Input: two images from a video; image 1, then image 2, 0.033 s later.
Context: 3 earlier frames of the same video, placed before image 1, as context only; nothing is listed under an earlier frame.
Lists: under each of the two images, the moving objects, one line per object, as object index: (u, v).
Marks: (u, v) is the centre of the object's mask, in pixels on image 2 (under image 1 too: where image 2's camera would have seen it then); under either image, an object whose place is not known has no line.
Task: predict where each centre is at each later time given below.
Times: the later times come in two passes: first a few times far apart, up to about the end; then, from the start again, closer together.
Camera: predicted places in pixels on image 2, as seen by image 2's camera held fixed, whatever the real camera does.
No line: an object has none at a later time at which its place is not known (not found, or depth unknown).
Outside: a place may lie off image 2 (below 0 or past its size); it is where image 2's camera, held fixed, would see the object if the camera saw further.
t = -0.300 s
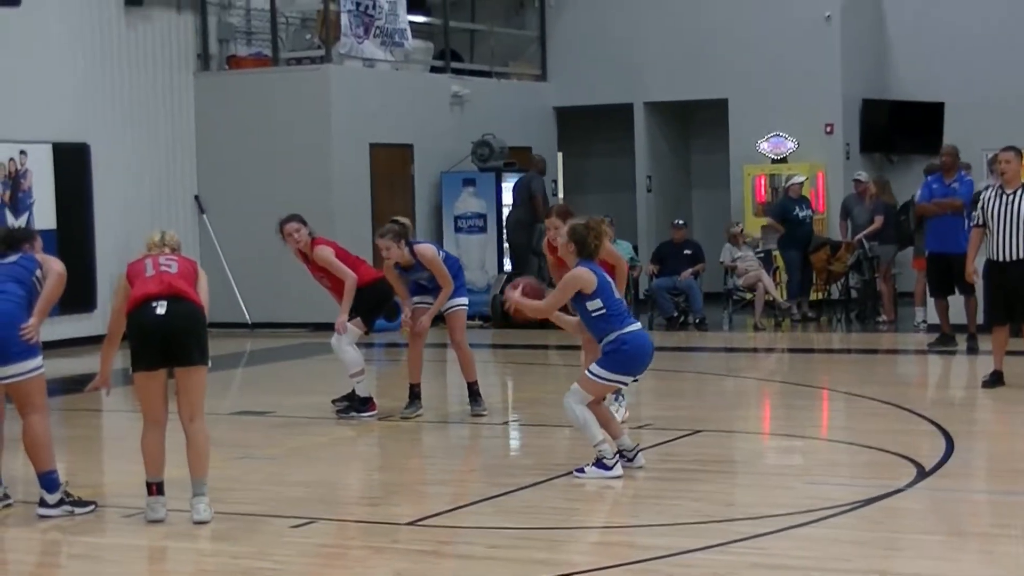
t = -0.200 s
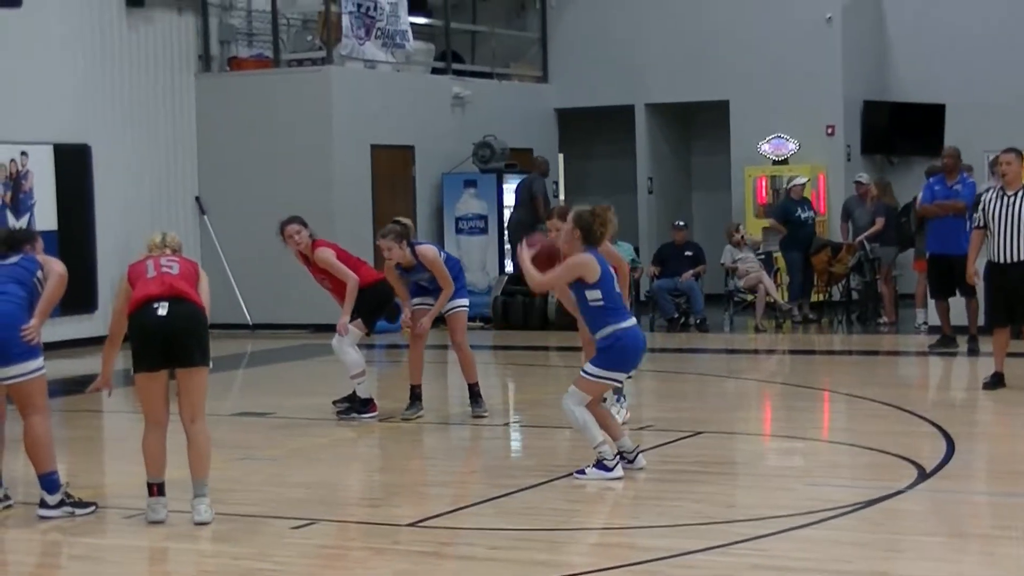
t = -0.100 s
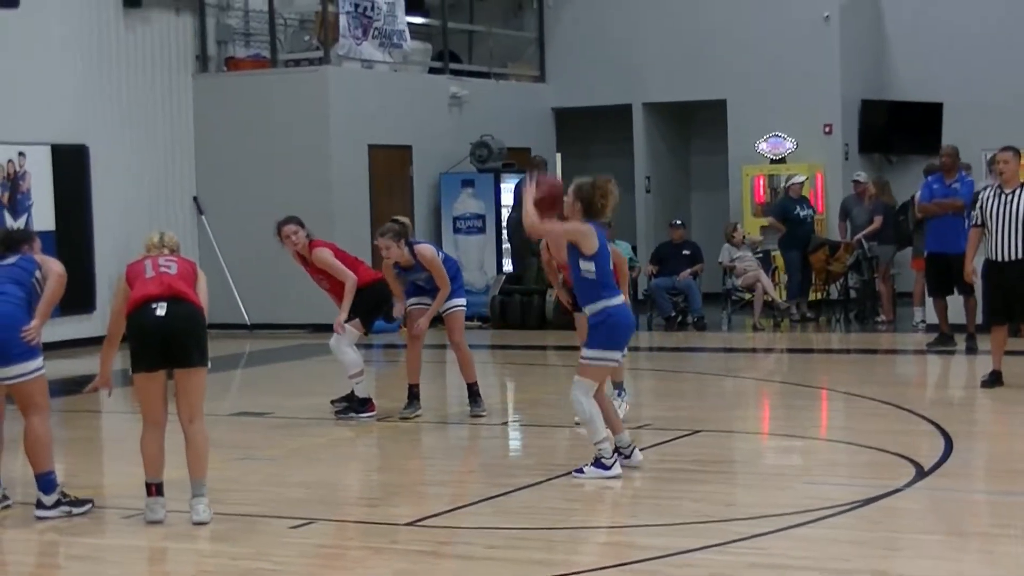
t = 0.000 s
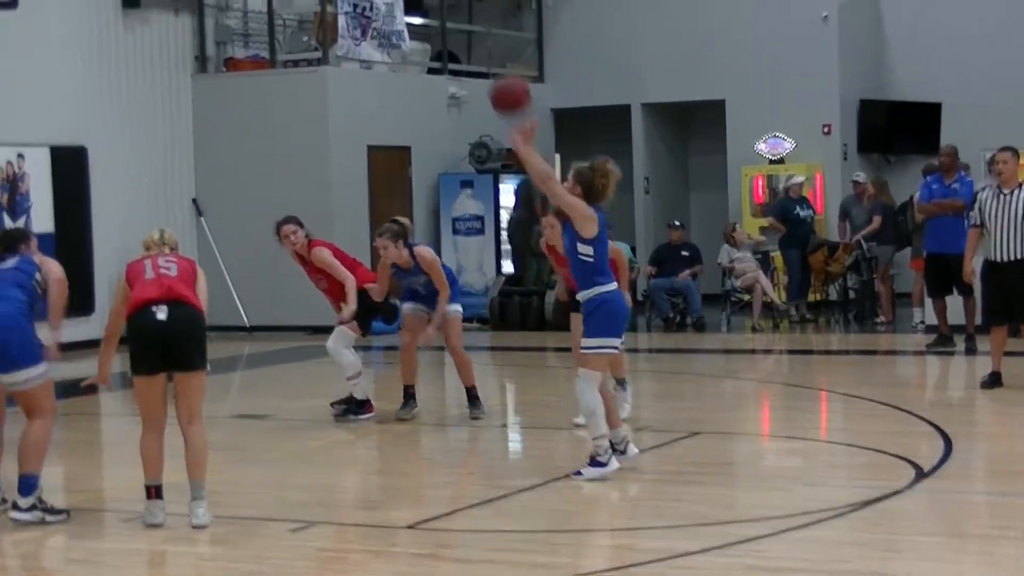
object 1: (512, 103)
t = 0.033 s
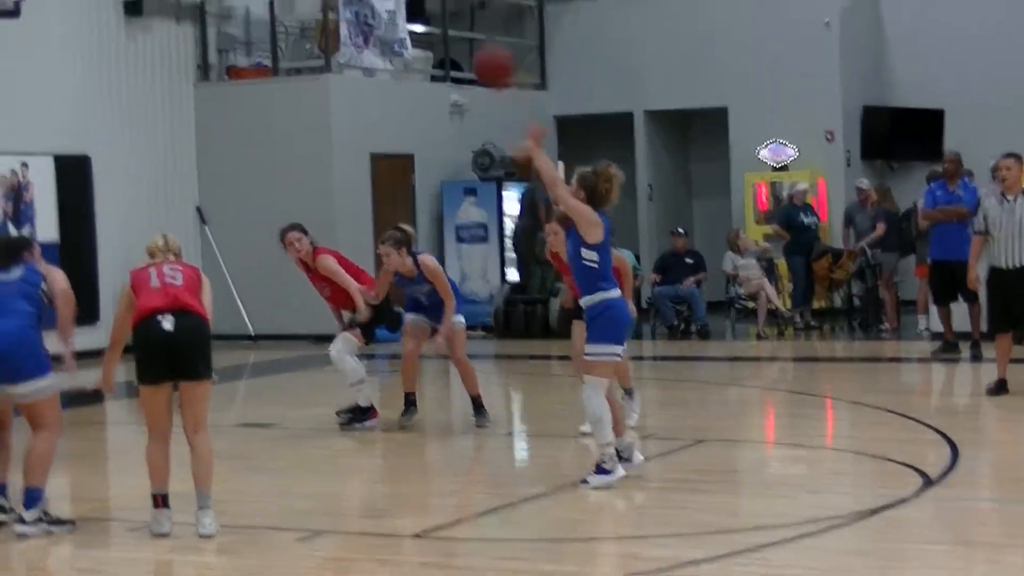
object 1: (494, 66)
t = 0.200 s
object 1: (400, -75)
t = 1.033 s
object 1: (3, -126)
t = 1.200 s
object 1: (-49, -64)
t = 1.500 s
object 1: (-55, -57)
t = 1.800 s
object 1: (-69, 1)
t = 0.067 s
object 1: (475, 31)
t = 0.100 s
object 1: (456, -2)
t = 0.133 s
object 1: (438, -33)
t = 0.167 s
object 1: (417, -55)
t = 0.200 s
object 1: (400, -75)
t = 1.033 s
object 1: (3, -126)
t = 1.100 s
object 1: (-23, -78)
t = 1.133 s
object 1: (-34, -54)
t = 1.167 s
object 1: (-41, -59)
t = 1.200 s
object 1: (-49, -64)
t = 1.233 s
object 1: (-57, -68)
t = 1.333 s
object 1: (-77, -66)
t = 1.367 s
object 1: (-84, -63)
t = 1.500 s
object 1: (-55, -57)
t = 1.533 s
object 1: (-46, -53)
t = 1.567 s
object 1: (-38, -49)
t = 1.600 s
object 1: (-32, -44)
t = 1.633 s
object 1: (-38, -33)
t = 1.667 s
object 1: (-45, -28)
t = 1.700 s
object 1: (-52, -19)
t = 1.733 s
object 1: (-57, -9)
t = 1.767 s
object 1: (-63, -4)
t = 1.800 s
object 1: (-69, 1)
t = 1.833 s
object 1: (-72, 6)
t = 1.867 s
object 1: (-76, 10)
